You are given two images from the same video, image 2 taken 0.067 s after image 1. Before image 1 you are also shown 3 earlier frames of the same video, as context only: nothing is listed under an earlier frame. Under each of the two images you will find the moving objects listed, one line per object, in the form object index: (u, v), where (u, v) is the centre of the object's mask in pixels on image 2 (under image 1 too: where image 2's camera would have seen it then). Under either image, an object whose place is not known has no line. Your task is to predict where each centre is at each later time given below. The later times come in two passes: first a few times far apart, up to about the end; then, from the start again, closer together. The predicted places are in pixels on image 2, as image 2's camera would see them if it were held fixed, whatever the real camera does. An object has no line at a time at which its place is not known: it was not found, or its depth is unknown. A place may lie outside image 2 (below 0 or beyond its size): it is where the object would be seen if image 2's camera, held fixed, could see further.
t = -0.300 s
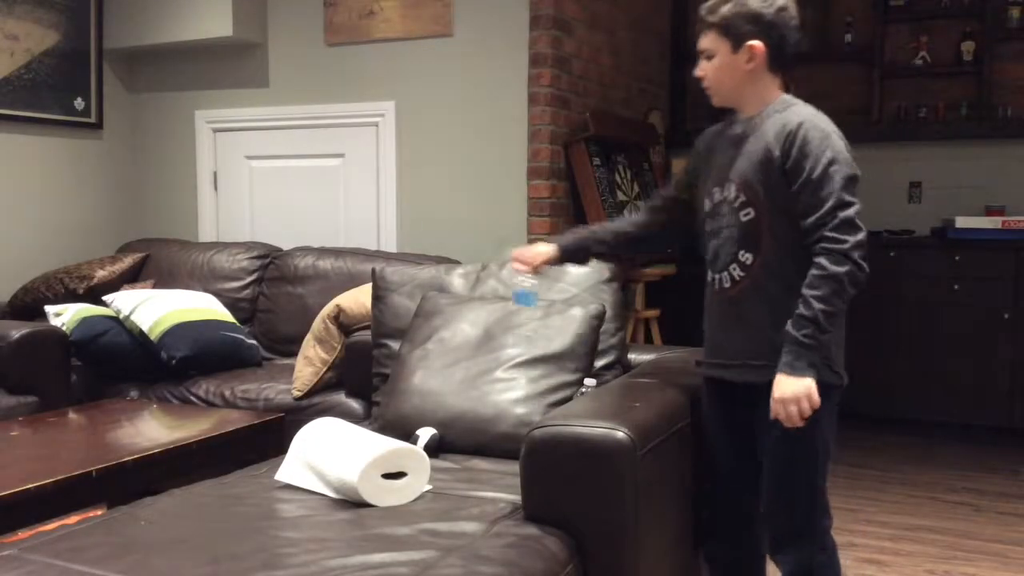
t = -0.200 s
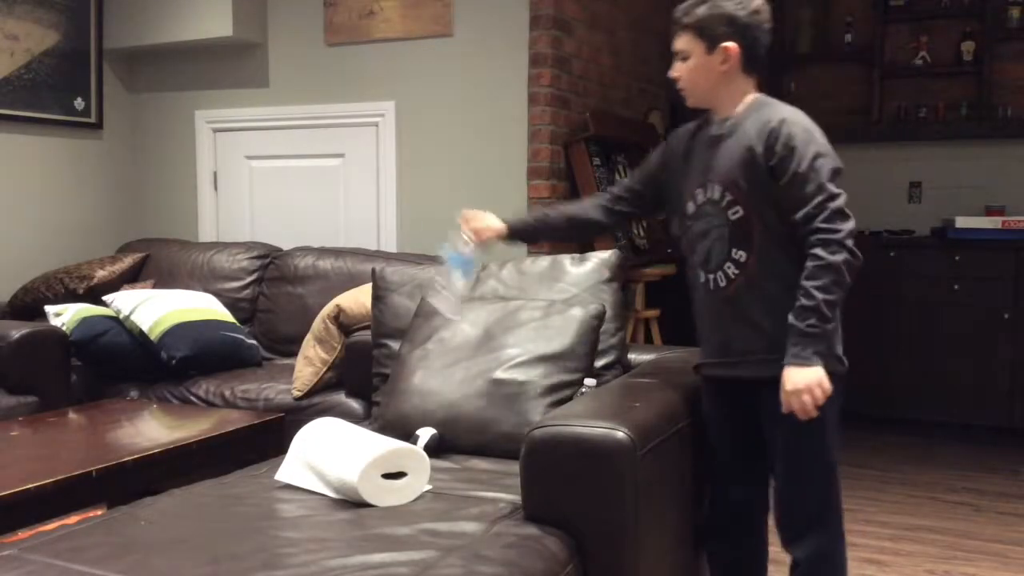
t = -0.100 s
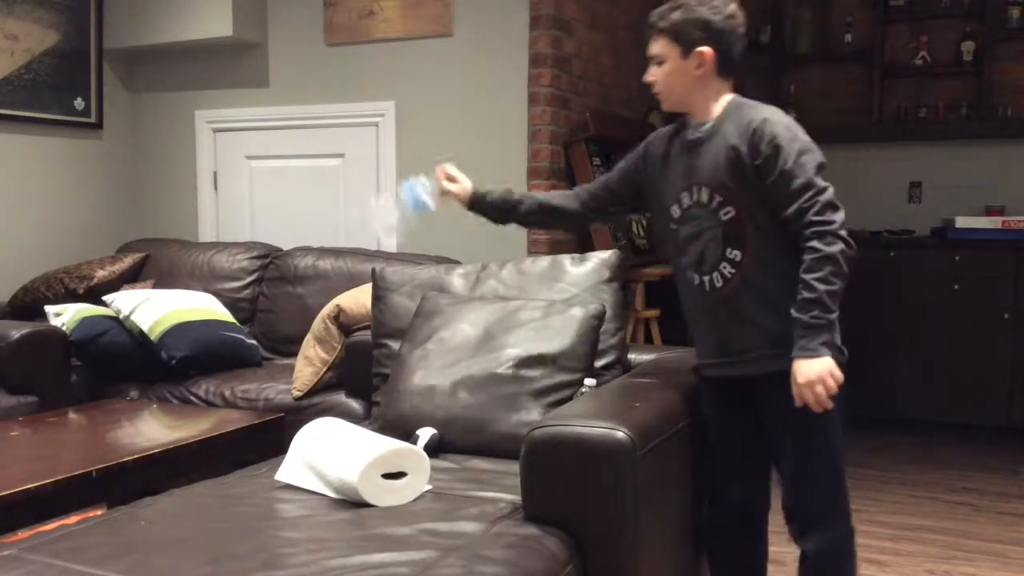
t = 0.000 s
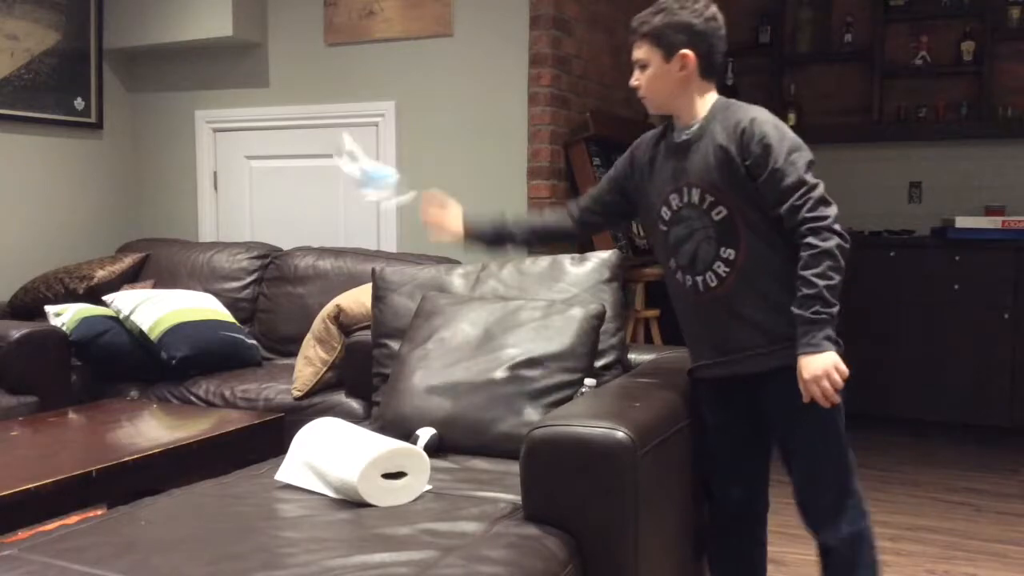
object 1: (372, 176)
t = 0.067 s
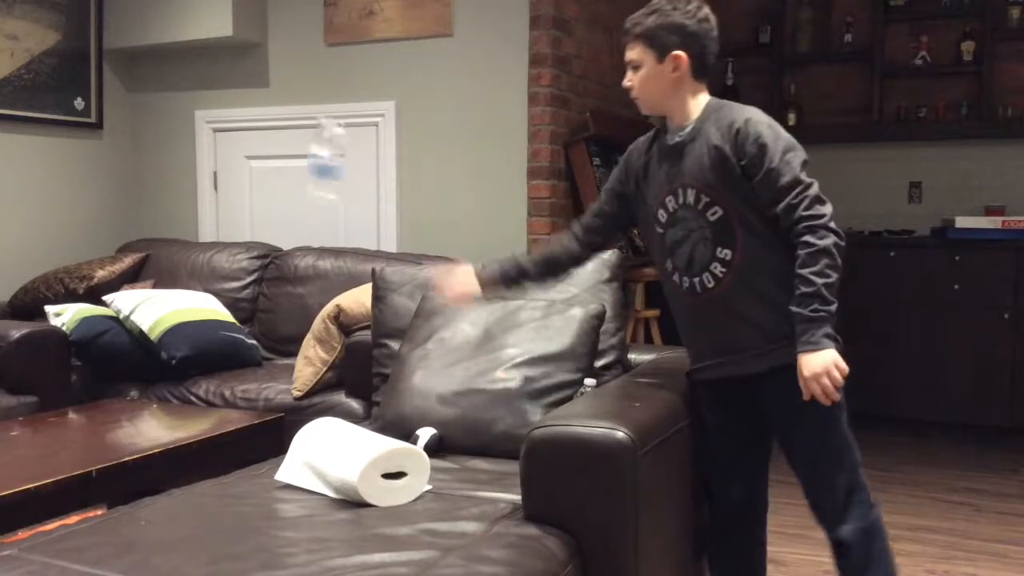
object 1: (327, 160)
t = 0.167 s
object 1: (275, 143)
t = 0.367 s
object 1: (229, 267)
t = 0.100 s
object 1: (308, 150)
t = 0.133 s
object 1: (288, 146)
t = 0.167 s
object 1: (275, 143)
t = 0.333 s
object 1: (236, 231)
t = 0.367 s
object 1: (229, 267)
